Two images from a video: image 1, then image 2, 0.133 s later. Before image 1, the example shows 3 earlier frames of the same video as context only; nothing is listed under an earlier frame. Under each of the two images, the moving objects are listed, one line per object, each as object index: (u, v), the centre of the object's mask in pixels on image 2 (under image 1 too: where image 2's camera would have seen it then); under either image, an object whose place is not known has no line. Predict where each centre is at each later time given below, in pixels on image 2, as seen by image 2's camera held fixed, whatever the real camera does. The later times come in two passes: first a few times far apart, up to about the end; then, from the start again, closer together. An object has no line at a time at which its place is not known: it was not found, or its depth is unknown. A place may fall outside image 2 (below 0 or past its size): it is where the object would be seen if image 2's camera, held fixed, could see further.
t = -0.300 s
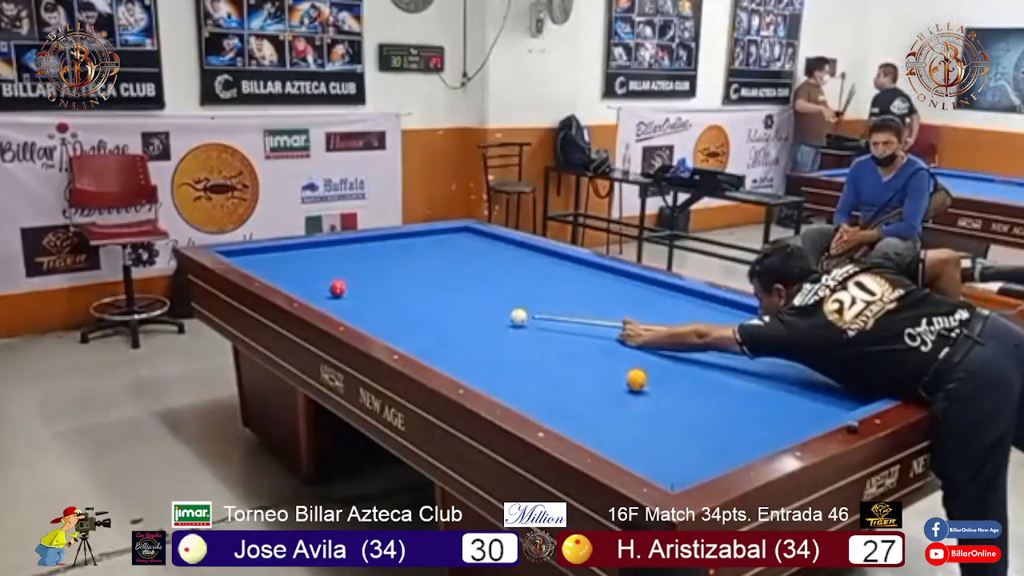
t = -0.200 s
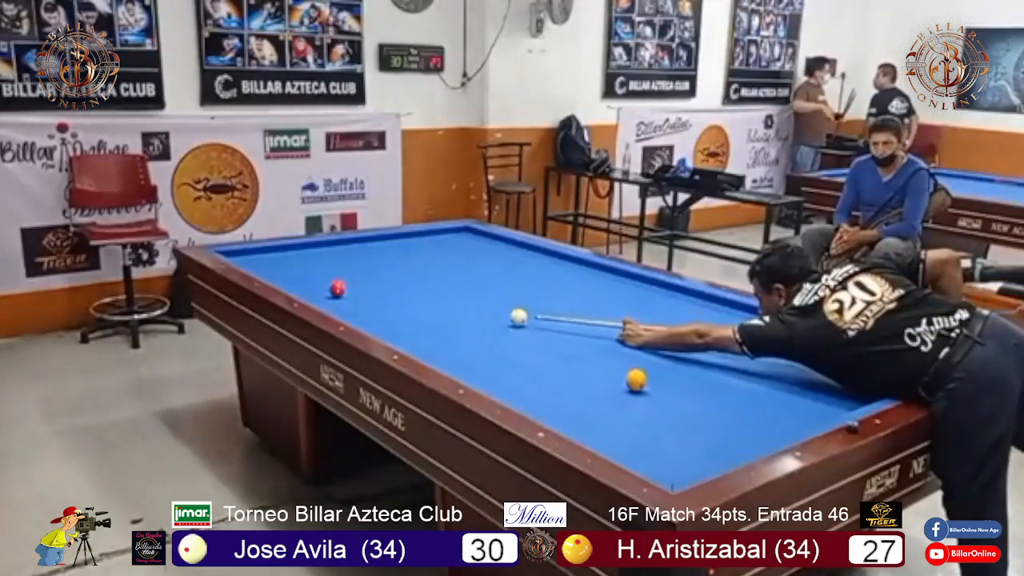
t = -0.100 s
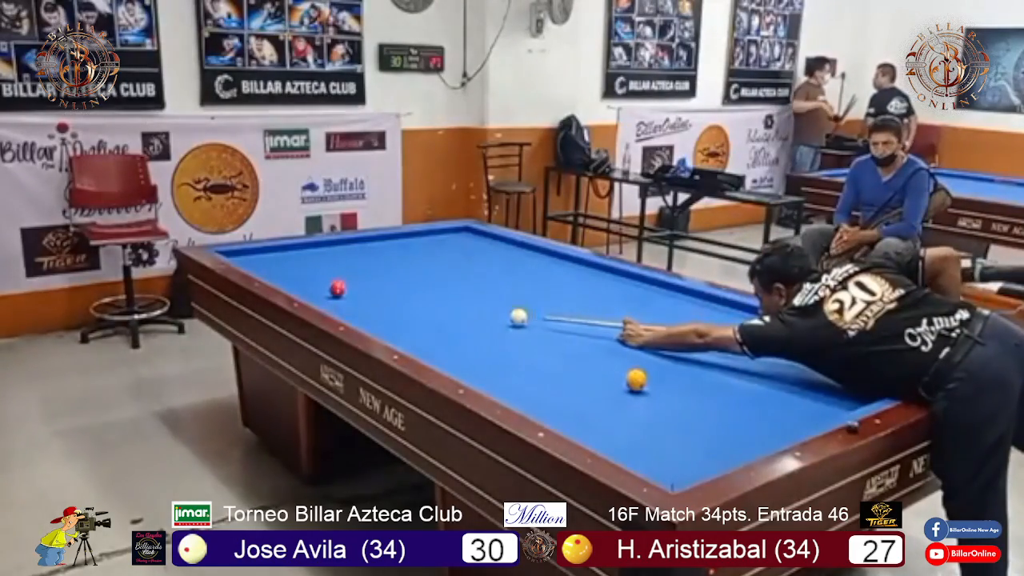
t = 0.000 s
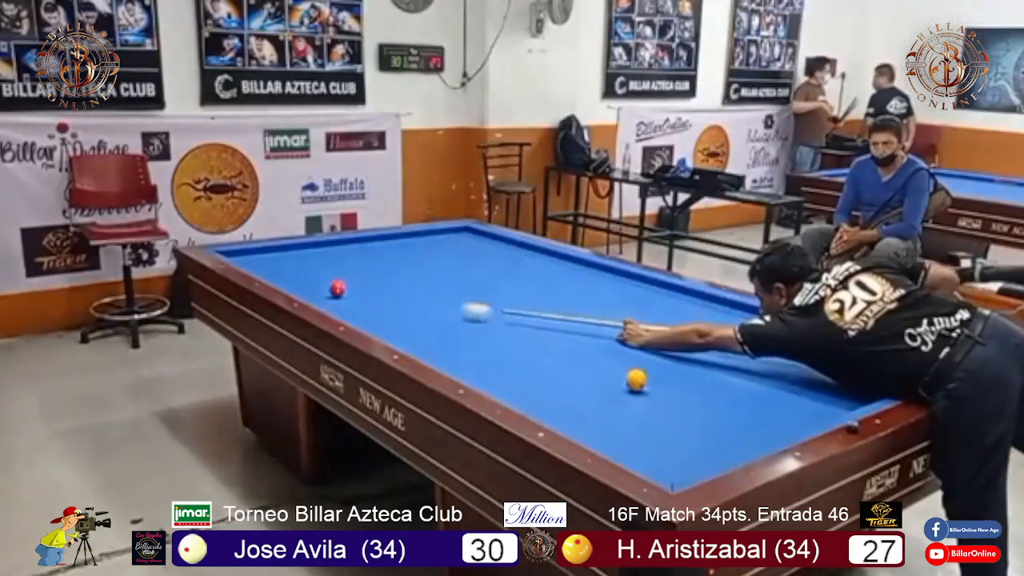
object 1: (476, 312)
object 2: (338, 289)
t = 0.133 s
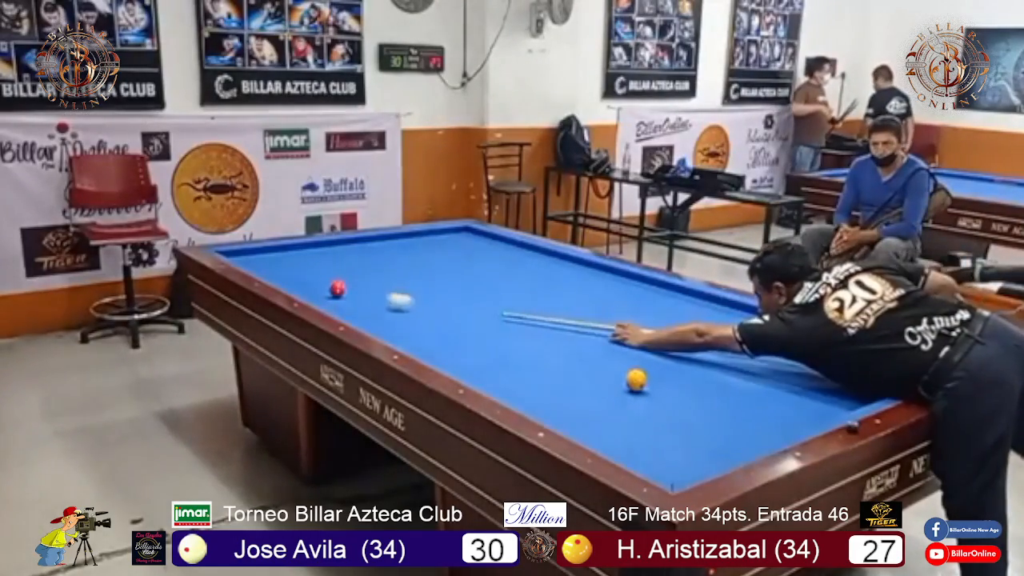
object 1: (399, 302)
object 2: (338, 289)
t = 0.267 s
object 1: (334, 293)
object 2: (339, 283)
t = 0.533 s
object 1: (318, 272)
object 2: (339, 277)
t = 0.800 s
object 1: (324, 251)
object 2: (340, 267)
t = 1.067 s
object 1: (363, 244)
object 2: (341, 260)
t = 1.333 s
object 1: (428, 246)
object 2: (342, 252)
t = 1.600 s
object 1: (493, 249)
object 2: (343, 245)
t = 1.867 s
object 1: (549, 253)
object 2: (348, 240)
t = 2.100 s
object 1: (552, 263)
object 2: (361, 242)
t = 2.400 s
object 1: (559, 276)
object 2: (378, 244)
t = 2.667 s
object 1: (565, 290)
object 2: (394, 245)
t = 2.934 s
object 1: (572, 305)
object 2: (408, 247)
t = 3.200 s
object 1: (581, 322)
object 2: (421, 249)
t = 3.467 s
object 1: (589, 341)
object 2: (435, 251)
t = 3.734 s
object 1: (600, 363)
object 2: (447, 252)
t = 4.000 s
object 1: (612, 387)
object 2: (459, 254)
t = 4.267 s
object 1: (626, 416)
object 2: (470, 255)
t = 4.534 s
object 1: (642, 450)
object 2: (481, 256)
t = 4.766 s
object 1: (675, 469)
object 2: (490, 258)
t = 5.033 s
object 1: (669, 462)
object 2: (500, 259)
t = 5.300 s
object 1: (657, 448)
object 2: (510, 260)
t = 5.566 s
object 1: (646, 436)
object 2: (518, 261)
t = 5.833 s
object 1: (637, 424)
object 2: (526, 262)
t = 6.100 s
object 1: (628, 415)
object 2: (533, 263)
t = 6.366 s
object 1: (621, 406)
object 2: (540, 264)
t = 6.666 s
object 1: (614, 398)
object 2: (547, 264)
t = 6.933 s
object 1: (608, 390)
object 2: (552, 265)
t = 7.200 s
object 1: (604, 385)
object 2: (556, 266)
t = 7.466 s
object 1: (598, 379)
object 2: (560, 266)
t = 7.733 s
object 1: (594, 374)
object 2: (563, 266)
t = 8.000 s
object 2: (566, 266)
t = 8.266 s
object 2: (568, 267)
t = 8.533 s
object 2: (569, 267)
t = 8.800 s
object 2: (570, 267)
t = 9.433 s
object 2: (570, 266)
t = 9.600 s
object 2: (570, 267)
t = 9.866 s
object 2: (570, 267)
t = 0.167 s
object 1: (383, 299)
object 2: (337, 289)
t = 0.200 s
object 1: (367, 297)
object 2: (337, 289)
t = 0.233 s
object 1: (352, 296)
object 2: (337, 289)
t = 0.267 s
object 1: (334, 293)
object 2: (339, 283)
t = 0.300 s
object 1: (319, 293)
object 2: (338, 288)
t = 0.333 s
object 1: (306, 290)
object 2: (338, 286)
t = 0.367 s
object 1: (307, 288)
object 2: (338, 285)
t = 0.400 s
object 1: (310, 285)
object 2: (338, 282)
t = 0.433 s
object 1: (312, 281)
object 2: (338, 281)
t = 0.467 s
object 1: (314, 278)
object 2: (338, 279)
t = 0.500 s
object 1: (317, 275)
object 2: (339, 279)
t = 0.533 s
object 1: (318, 272)
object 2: (339, 277)
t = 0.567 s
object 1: (319, 269)
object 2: (339, 277)
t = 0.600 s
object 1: (320, 266)
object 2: (339, 275)
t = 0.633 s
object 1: (321, 264)
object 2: (339, 273)
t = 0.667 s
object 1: (322, 261)
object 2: (339, 272)
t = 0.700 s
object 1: (322, 258)
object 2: (339, 271)
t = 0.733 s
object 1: (323, 256)
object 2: (339, 269)
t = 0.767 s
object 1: (324, 253)
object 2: (340, 269)
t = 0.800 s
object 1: (324, 251)
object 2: (340, 267)
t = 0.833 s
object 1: (325, 248)
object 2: (340, 266)
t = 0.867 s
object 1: (326, 246)
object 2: (340, 265)
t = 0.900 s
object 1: (326, 244)
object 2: (340, 264)
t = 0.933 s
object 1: (328, 242)
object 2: (340, 262)
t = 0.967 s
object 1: (336, 242)
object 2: (341, 262)
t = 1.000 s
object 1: (345, 242)
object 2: (341, 261)
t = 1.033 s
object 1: (353, 243)
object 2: (341, 260)
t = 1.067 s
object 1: (363, 244)
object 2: (341, 260)
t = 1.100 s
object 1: (372, 244)
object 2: (341, 258)
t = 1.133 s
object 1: (379, 244)
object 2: (341, 258)
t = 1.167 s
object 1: (388, 245)
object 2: (341, 256)
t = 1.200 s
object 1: (396, 245)
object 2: (341, 255)
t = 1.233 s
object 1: (404, 246)
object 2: (342, 254)
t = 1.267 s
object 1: (412, 246)
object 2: (341, 254)
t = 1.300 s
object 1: (420, 246)
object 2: (342, 253)
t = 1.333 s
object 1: (428, 246)
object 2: (342, 252)
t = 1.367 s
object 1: (437, 247)
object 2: (342, 251)
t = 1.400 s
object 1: (445, 247)
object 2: (342, 250)
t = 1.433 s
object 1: (453, 247)
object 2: (342, 249)
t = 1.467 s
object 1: (462, 248)
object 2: (342, 248)
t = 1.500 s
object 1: (469, 248)
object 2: (342, 247)
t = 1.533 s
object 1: (478, 248)
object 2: (342, 246)
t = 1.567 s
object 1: (485, 249)
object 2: (342, 246)
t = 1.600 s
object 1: (493, 249)
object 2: (343, 245)
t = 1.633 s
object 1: (501, 249)
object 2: (343, 244)
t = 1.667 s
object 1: (508, 250)
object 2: (343, 243)
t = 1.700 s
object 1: (516, 250)
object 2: (343, 243)
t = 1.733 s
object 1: (524, 250)
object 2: (343, 242)
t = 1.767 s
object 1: (532, 251)
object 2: (343, 241)
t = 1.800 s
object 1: (540, 251)
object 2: (345, 240)
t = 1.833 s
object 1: (547, 251)
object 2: (346, 240)
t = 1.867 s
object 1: (549, 253)
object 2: (348, 240)
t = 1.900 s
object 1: (549, 254)
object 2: (350, 241)
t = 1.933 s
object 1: (549, 255)
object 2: (351, 241)
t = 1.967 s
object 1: (550, 257)
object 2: (353, 241)
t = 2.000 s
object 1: (550, 258)
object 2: (356, 242)
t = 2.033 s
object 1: (551, 260)
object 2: (358, 242)
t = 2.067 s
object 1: (552, 261)
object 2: (360, 242)
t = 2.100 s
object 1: (552, 263)
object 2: (361, 242)
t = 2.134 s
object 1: (553, 264)
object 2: (363, 242)
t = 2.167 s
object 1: (554, 265)
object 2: (365, 242)
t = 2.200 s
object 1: (555, 267)
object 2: (367, 243)
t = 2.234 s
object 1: (555, 268)
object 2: (369, 243)
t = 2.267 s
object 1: (556, 270)
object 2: (371, 243)
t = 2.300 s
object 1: (556, 271)
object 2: (373, 243)
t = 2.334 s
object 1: (557, 273)
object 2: (374, 244)
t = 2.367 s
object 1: (558, 275)
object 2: (377, 244)
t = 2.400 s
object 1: (559, 276)
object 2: (378, 244)
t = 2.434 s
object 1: (560, 277)
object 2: (380, 244)
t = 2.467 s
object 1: (560, 279)
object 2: (382, 244)
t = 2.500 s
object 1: (561, 281)
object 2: (384, 245)
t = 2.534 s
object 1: (562, 282)
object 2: (386, 245)
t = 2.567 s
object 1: (563, 284)
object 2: (388, 245)
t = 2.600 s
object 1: (563, 286)
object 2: (389, 245)
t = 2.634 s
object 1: (564, 288)
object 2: (392, 245)
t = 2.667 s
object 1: (565, 290)
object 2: (394, 245)
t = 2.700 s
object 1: (566, 291)
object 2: (396, 245)
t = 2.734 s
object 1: (567, 293)
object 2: (397, 246)
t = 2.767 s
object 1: (568, 295)
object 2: (398, 246)
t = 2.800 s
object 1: (569, 297)
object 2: (401, 246)
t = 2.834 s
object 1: (570, 299)
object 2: (402, 246)
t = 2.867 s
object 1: (571, 301)
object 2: (404, 247)
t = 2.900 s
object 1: (571, 303)
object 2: (406, 247)
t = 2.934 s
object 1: (572, 305)
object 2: (408, 247)
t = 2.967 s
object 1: (573, 307)
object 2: (409, 247)
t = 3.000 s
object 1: (574, 309)
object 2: (411, 248)
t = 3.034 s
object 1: (575, 311)
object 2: (412, 248)
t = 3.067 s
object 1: (576, 313)
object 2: (414, 248)
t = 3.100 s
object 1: (577, 315)
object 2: (416, 248)
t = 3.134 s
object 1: (579, 317)
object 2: (418, 249)
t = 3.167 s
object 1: (579, 319)
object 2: (419, 249)
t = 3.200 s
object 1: (581, 322)
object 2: (421, 249)
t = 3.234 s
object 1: (581, 324)
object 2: (423, 249)
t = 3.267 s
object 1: (583, 326)
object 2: (424, 250)
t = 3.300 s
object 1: (584, 329)
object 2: (426, 250)
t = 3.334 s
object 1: (585, 331)
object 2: (428, 250)
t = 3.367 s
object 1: (586, 333)
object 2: (430, 251)
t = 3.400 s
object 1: (587, 336)
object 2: (431, 250)
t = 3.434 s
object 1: (588, 338)
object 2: (433, 251)
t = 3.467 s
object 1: (589, 341)
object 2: (435, 251)
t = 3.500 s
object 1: (591, 343)
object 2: (436, 251)
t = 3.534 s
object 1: (592, 346)
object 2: (438, 251)
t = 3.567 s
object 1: (593, 348)
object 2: (439, 252)
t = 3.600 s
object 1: (594, 351)
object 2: (441, 252)
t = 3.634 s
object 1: (596, 354)
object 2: (442, 252)
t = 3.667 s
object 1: (597, 357)
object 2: (444, 252)
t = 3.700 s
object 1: (598, 360)
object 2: (445, 252)
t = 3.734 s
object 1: (600, 363)
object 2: (447, 252)
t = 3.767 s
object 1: (601, 366)
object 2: (448, 252)
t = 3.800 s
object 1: (603, 369)
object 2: (450, 253)
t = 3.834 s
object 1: (604, 372)
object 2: (451, 253)
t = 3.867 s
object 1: (606, 375)
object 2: (453, 253)
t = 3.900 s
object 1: (607, 378)
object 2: (454, 253)
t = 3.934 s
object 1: (609, 381)
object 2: (456, 253)
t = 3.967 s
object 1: (610, 384)
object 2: (458, 254)
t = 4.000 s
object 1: (612, 387)
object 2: (459, 254)
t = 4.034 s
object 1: (613, 391)
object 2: (461, 254)
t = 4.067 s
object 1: (615, 394)
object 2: (462, 254)
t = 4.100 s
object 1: (617, 398)
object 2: (463, 254)
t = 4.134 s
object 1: (618, 401)
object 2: (465, 255)
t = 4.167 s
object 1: (620, 405)
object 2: (466, 255)
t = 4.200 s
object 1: (622, 408)
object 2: (468, 255)
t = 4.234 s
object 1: (624, 412)
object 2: (469, 255)
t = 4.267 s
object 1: (626, 416)
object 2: (470, 255)
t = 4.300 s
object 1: (628, 420)
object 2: (472, 255)
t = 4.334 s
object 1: (630, 424)
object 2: (473, 256)
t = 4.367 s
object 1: (632, 428)
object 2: (474, 256)
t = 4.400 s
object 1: (633, 432)
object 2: (476, 256)
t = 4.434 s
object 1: (636, 437)
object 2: (477, 256)
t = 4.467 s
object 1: (637, 441)
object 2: (479, 256)
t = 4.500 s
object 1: (640, 445)
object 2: (480, 256)
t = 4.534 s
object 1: (642, 450)
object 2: (481, 256)
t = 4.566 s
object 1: (645, 454)
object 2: (482, 257)
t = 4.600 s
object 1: (647, 456)
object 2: (484, 256)
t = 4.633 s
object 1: (649, 459)
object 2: (485, 257)
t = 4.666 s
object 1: (654, 462)
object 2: (487, 257)
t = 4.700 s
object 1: (662, 464)
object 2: (488, 257)
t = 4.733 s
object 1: (669, 468)
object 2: (489, 258)
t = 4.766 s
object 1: (675, 469)
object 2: (490, 258)
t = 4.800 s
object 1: (680, 469)
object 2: (492, 258)
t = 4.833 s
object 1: (678, 468)
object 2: (493, 258)
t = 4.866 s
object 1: (677, 467)
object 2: (494, 258)
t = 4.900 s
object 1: (675, 466)
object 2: (495, 258)
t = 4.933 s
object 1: (673, 465)
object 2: (497, 258)
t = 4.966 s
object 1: (672, 464)
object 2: (498, 259)
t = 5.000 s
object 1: (670, 464)
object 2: (499, 258)
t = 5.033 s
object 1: (669, 462)
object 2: (500, 259)
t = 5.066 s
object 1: (667, 461)
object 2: (502, 259)
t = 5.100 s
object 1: (665, 458)
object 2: (502, 259)
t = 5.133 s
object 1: (664, 456)
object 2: (504, 260)
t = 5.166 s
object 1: (662, 455)
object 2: (505, 259)
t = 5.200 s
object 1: (661, 452)
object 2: (506, 260)
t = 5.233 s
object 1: (659, 450)
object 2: (507, 260)
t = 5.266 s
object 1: (658, 449)
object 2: (509, 260)
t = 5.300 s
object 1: (657, 448)
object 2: (510, 260)
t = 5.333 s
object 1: (655, 446)
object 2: (511, 260)
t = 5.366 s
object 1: (653, 444)
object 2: (512, 260)
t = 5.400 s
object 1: (652, 442)
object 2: (513, 261)
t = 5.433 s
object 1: (651, 441)
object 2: (514, 260)
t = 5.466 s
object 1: (649, 440)
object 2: (515, 261)
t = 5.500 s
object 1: (648, 438)
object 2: (516, 261)
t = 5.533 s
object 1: (647, 437)
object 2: (517, 261)
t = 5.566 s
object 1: (646, 436)
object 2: (518, 261)
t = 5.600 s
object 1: (644, 434)
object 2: (519, 261)
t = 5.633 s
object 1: (643, 432)
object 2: (520, 261)
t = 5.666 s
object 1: (642, 431)
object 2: (521, 261)
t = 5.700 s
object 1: (641, 430)
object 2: (522, 261)
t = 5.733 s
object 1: (639, 428)
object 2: (523, 262)
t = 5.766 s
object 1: (639, 427)
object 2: (524, 262)
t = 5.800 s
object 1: (638, 426)
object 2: (525, 262)
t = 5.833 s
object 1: (637, 424)
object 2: (526, 262)
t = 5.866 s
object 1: (636, 423)
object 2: (527, 262)
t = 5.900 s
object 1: (635, 422)
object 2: (528, 262)
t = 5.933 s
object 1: (634, 421)
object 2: (529, 262)
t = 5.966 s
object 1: (632, 420)
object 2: (530, 262)
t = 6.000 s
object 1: (632, 419)
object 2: (531, 263)
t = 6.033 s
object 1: (630, 417)
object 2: (531, 262)
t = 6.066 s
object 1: (629, 416)
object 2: (532, 263)
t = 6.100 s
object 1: (628, 415)
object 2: (533, 263)
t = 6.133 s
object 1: (627, 414)
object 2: (534, 263)
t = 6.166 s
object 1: (627, 413)
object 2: (535, 263)
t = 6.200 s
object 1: (626, 412)
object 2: (536, 263)
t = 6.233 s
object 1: (625, 411)
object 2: (537, 264)
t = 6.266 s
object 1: (623, 409)
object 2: (538, 263)
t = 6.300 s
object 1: (623, 409)
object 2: (538, 264)
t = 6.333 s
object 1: (622, 407)
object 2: (539, 263)
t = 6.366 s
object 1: (621, 406)
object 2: (540, 264)
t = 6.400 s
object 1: (620, 405)
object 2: (541, 264)
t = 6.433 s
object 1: (620, 404)
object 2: (542, 264)
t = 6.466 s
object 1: (619, 403)
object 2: (542, 264)
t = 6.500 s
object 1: (618, 402)
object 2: (543, 264)
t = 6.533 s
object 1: (617, 401)
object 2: (544, 264)
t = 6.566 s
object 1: (616, 400)
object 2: (544, 264)
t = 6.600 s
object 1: (616, 400)
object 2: (545, 264)
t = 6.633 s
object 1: (614, 399)
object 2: (546, 264)
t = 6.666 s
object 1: (614, 398)
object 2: (547, 264)
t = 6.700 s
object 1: (613, 397)
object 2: (547, 264)
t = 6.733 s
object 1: (612, 396)
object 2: (548, 264)
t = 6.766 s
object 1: (612, 395)
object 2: (549, 265)
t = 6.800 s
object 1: (611, 394)
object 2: (550, 265)
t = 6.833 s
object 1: (610, 393)
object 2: (550, 265)
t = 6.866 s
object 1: (610, 392)
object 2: (551, 265)
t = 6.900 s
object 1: (609, 391)
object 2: (551, 265)
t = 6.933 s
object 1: (608, 390)
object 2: (552, 265)
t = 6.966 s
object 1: (608, 389)
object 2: (553, 265)
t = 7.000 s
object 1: (607, 389)
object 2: (553, 265)
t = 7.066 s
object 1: (606, 388)
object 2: (554, 265)
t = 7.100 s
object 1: (605, 387)
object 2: (555, 265)
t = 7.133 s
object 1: (605, 386)
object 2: (555, 265)
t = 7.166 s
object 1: (604, 385)
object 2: (556, 265)
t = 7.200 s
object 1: (604, 385)
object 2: (556, 266)
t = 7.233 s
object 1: (603, 384)
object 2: (556, 266)
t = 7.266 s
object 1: (602, 383)
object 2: (557, 266)
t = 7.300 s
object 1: (602, 383)
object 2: (558, 266)
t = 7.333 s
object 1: (601, 382)
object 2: (558, 266)
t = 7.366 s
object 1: (600, 382)
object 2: (559, 266)
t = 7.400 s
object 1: (600, 380)
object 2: (559, 266)
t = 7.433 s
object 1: (599, 380)
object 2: (560, 266)
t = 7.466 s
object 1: (598, 379)
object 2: (560, 266)
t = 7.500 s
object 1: (598, 378)
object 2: (561, 266)
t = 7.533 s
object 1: (597, 378)
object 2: (561, 266)
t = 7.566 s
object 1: (597, 377)
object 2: (562, 266)
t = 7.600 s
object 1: (596, 377)
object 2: (562, 266)
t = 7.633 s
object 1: (596, 376)
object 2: (562, 266)
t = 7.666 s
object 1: (596, 376)
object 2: (563, 266)
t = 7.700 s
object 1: (595, 375)
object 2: (563, 266)
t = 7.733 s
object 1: (594, 374)
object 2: (563, 266)
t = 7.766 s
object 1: (594, 374)
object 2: (563, 266)
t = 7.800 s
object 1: (594, 373)
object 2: (564, 266)
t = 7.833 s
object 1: (593, 373)
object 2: (565, 266)
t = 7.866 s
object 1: (593, 372)
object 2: (565, 266)
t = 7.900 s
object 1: (592, 372)
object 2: (565, 266)
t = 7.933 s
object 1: (591, 371)
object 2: (565, 266)
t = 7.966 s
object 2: (565, 266)
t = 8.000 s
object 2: (566, 266)
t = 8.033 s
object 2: (566, 266)
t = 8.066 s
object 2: (566, 266)
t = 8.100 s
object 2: (566, 266)
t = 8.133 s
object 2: (566, 266)
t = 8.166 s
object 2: (567, 266)
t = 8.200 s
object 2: (567, 266)
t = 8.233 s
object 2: (568, 267)
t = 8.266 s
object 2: (568, 267)
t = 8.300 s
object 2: (568, 267)
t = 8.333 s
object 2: (568, 267)
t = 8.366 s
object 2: (569, 267)
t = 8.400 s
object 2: (569, 268)
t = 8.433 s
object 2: (569, 267)
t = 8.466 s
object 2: (569, 267)
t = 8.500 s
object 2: (569, 267)
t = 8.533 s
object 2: (569, 267)
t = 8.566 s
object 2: (569, 267)
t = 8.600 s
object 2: (569, 267)
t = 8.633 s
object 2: (569, 267)
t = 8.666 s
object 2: (569, 267)
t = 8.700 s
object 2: (569, 267)
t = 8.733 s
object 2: (570, 267)
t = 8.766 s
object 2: (570, 267)
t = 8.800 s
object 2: (570, 267)
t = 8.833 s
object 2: (570, 267)
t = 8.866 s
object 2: (570, 267)
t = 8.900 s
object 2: (569, 267)
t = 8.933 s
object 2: (569, 267)
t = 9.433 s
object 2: (570, 266)
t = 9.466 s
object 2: (570, 267)
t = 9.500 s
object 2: (570, 267)
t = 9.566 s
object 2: (570, 267)
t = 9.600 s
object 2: (570, 267)
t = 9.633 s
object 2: (570, 267)
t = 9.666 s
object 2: (570, 267)
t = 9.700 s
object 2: (570, 267)
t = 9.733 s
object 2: (570, 266)
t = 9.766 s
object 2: (570, 267)
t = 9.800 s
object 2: (570, 267)
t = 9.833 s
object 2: (570, 267)
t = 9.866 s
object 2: (570, 267)
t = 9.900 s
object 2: (570, 266)
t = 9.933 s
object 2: (571, 267)
